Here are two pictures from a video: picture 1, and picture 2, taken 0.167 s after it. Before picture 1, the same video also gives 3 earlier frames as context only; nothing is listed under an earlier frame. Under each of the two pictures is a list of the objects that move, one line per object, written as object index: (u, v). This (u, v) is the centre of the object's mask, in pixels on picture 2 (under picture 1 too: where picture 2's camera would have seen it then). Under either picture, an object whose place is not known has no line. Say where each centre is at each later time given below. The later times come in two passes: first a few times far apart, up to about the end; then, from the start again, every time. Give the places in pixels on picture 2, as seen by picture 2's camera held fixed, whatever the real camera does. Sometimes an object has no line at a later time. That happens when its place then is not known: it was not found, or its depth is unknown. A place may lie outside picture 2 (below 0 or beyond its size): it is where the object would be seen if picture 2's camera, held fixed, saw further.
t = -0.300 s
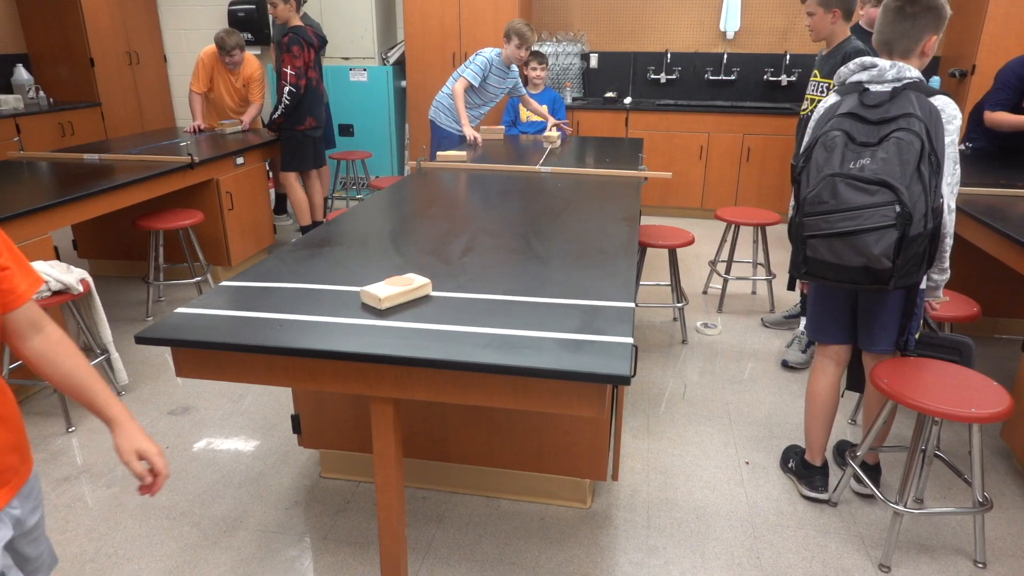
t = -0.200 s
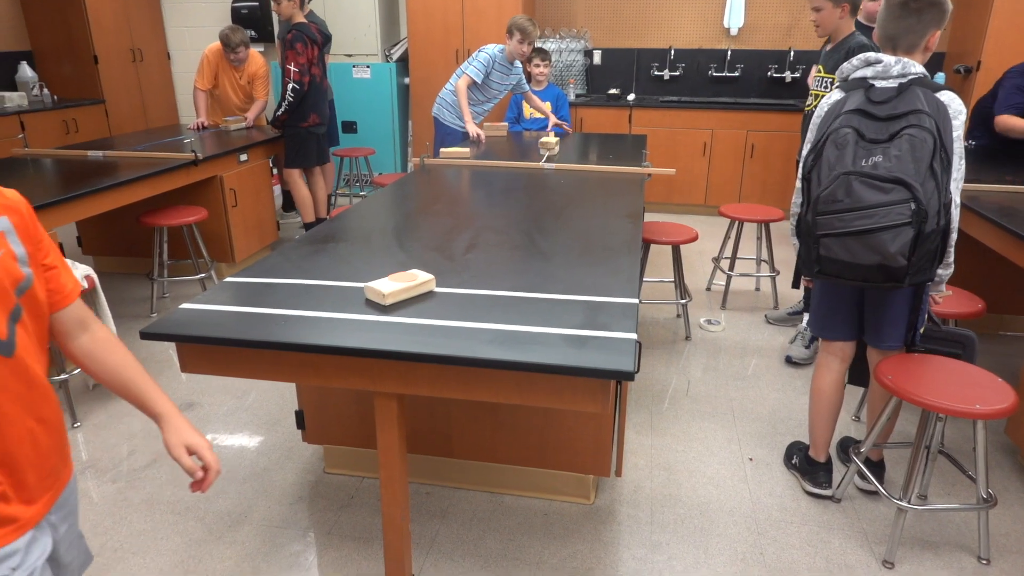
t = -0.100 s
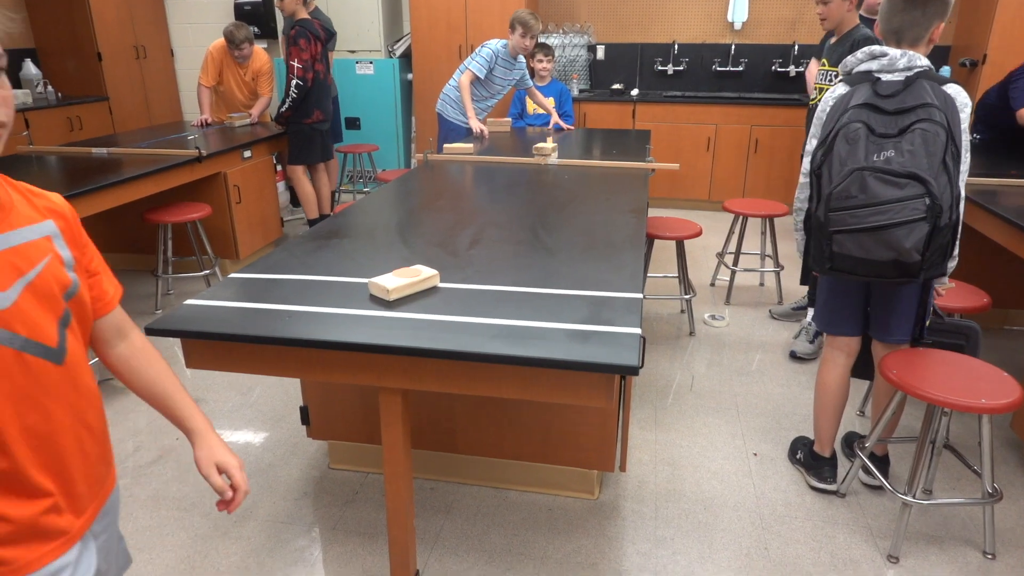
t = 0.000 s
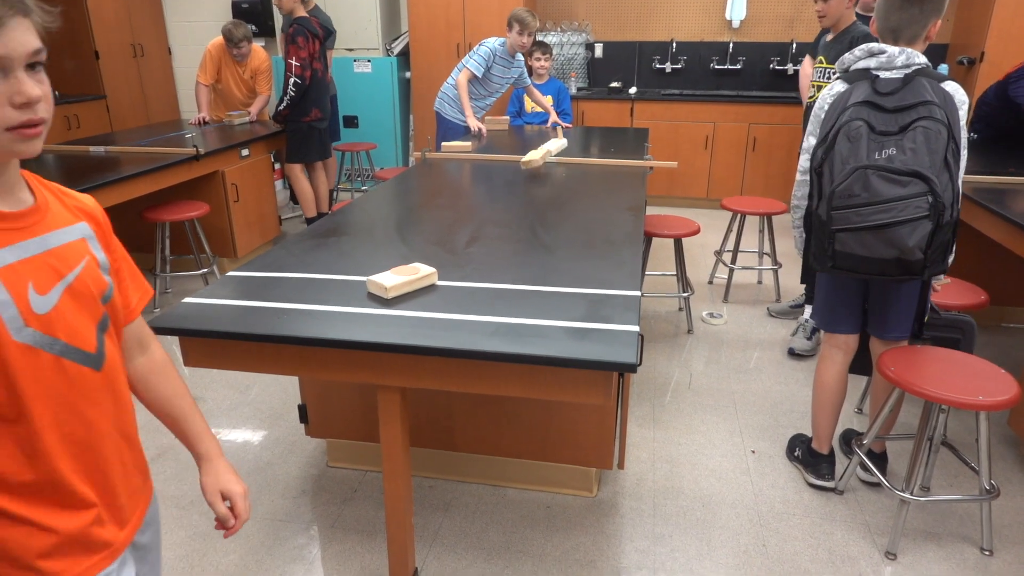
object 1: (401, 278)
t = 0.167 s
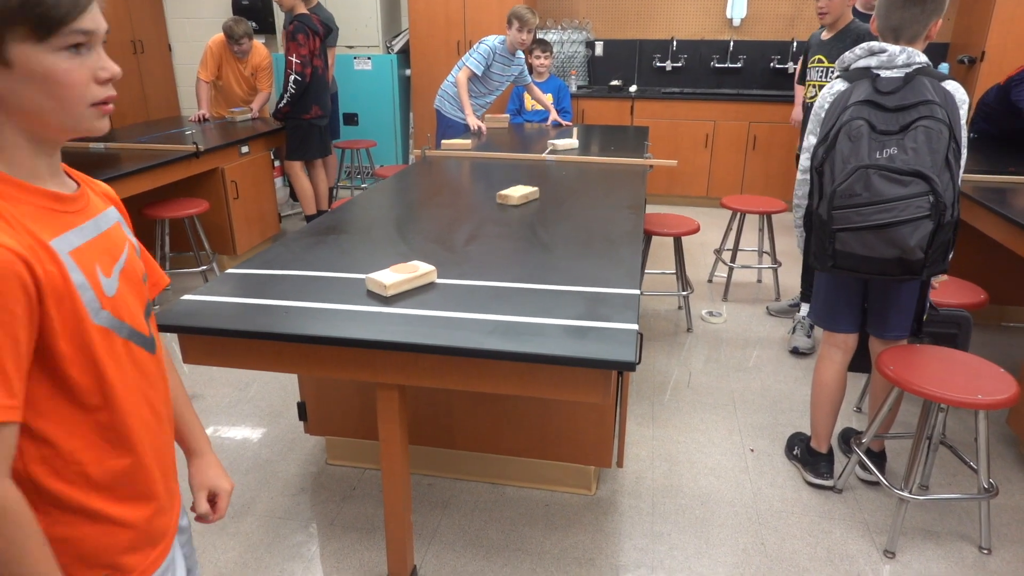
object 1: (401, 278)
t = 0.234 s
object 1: (401, 278)
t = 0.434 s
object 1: (401, 278)
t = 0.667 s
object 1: (382, 284)
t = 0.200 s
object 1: (401, 278)
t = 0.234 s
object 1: (401, 278)
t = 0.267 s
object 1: (401, 278)
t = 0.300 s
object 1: (401, 278)
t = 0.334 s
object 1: (401, 278)
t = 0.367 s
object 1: (401, 278)
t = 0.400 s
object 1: (401, 278)
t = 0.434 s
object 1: (401, 278)
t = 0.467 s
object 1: (401, 278)
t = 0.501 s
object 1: (399, 279)
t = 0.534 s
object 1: (394, 280)
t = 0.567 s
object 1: (389, 281)
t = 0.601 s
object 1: (386, 282)
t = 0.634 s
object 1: (383, 283)
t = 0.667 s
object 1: (382, 284)
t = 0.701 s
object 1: (381, 284)
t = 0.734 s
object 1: (381, 284)
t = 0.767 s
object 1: (381, 284)
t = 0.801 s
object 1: (381, 284)
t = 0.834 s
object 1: (381, 284)
